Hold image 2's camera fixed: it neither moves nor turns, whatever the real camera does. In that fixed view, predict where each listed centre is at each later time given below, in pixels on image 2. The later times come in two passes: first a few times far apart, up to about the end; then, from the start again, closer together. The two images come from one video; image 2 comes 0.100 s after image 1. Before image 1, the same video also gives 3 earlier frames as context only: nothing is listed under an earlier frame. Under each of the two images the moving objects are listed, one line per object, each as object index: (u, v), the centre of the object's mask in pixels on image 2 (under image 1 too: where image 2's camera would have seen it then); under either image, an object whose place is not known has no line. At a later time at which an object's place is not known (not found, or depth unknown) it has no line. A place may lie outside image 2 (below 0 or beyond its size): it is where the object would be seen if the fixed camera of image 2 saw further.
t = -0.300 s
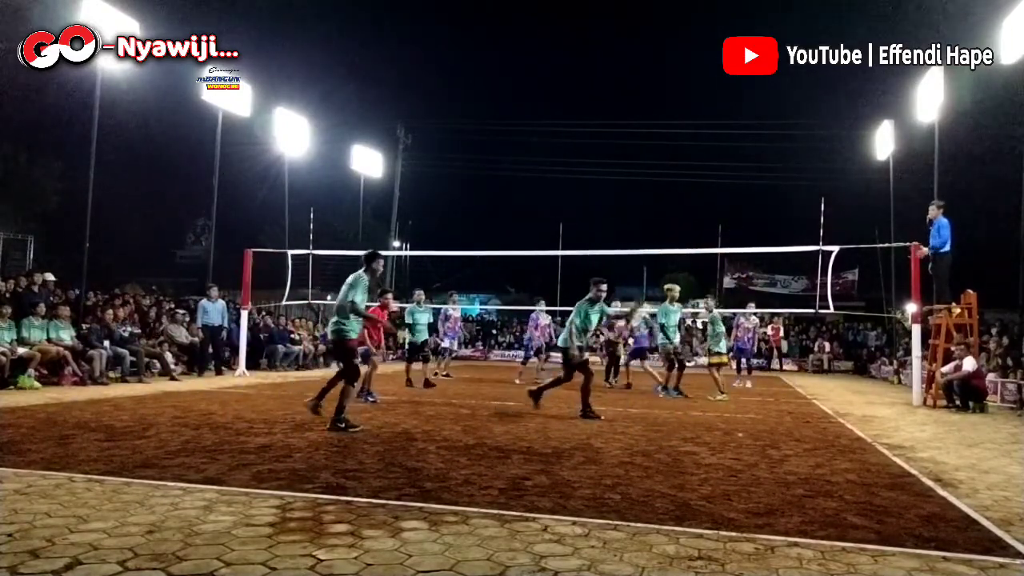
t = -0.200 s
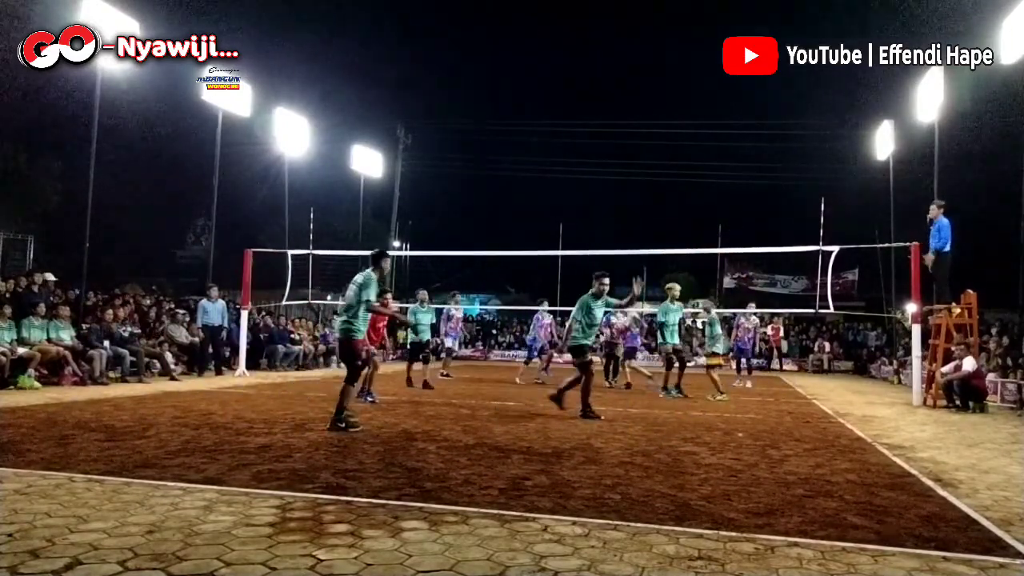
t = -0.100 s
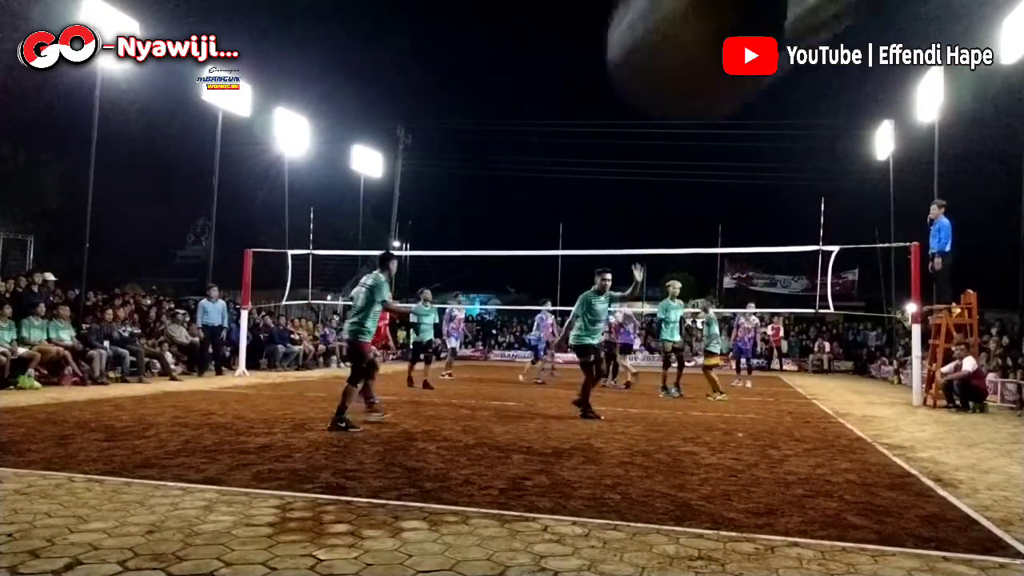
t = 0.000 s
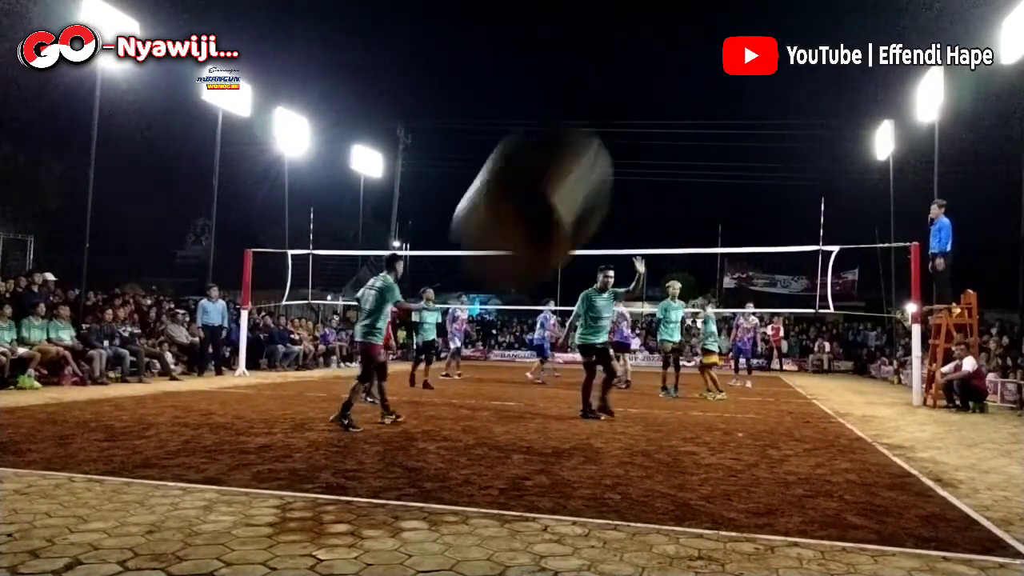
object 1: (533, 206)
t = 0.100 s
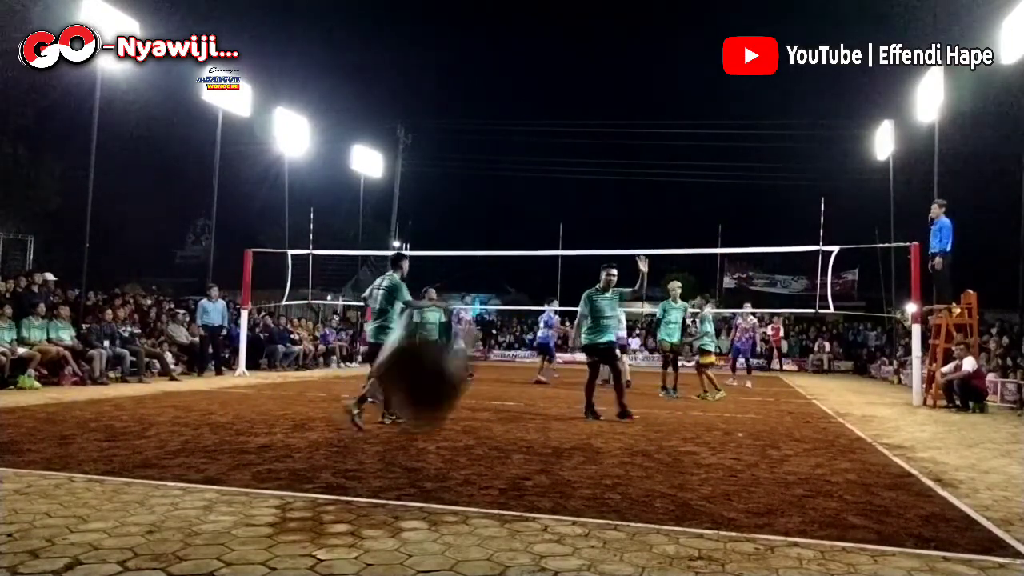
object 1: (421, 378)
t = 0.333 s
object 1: (297, 513)
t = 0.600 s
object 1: (202, 325)
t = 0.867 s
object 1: (117, 334)
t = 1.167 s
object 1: (27, 487)
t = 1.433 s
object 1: (12, 380)
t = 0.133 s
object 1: (395, 415)
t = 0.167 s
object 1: (377, 459)
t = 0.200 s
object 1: (359, 500)
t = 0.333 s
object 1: (297, 513)
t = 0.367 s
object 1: (284, 474)
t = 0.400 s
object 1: (274, 445)
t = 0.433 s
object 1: (259, 416)
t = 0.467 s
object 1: (249, 392)
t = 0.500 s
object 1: (236, 369)
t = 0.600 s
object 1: (202, 325)
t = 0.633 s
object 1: (191, 316)
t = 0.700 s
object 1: (169, 307)
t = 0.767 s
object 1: (148, 309)
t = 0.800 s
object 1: (137, 315)
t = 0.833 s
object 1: (126, 325)
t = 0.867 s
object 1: (117, 334)
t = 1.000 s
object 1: (76, 405)
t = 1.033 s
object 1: (66, 431)
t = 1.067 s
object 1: (56, 455)
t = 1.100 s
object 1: (44, 484)
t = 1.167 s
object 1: (27, 487)
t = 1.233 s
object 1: (25, 443)
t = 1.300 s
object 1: (20, 412)
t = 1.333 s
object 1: (18, 399)
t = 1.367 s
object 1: (16, 390)
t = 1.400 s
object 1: (14, 384)
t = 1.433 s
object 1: (12, 380)
